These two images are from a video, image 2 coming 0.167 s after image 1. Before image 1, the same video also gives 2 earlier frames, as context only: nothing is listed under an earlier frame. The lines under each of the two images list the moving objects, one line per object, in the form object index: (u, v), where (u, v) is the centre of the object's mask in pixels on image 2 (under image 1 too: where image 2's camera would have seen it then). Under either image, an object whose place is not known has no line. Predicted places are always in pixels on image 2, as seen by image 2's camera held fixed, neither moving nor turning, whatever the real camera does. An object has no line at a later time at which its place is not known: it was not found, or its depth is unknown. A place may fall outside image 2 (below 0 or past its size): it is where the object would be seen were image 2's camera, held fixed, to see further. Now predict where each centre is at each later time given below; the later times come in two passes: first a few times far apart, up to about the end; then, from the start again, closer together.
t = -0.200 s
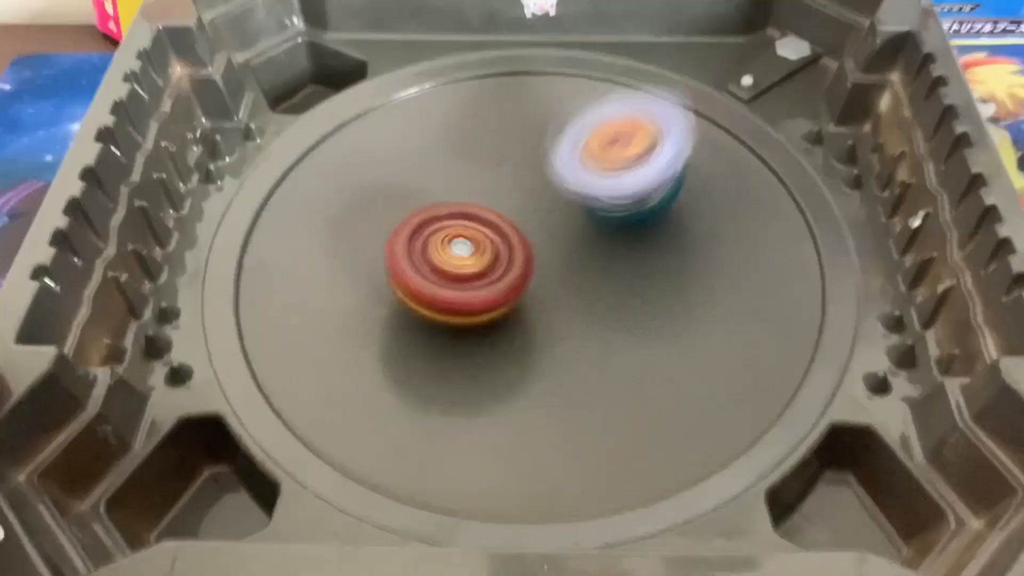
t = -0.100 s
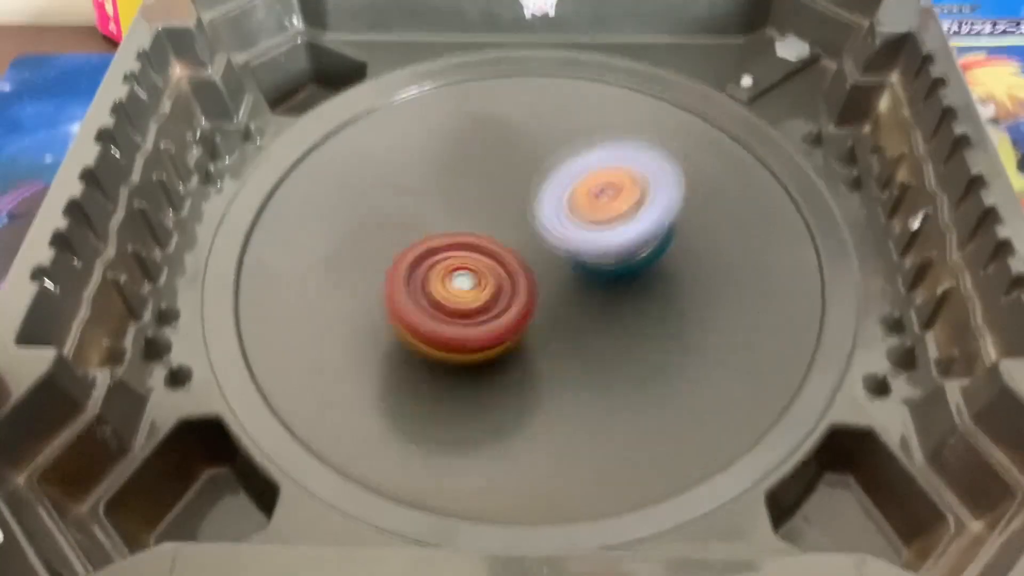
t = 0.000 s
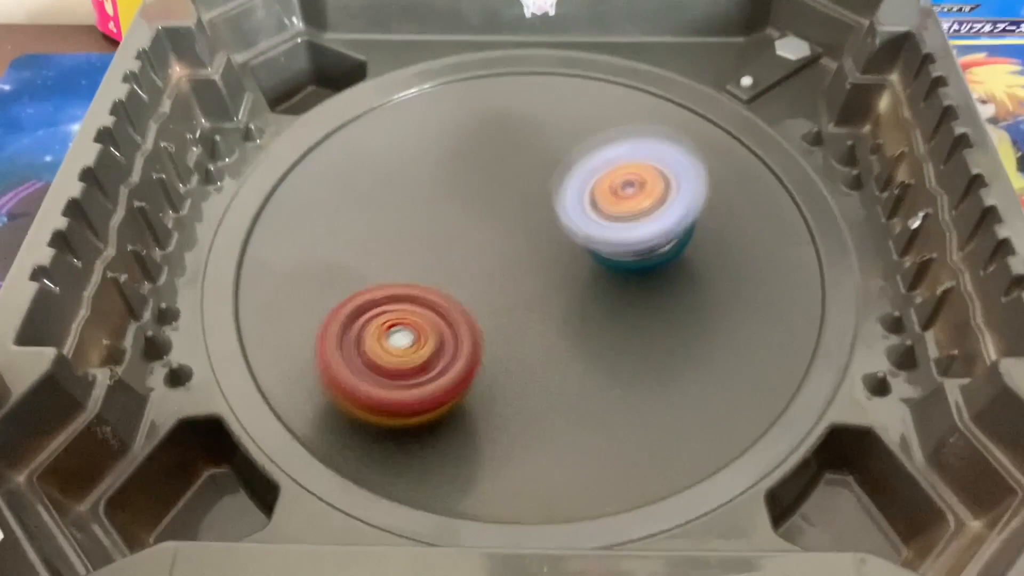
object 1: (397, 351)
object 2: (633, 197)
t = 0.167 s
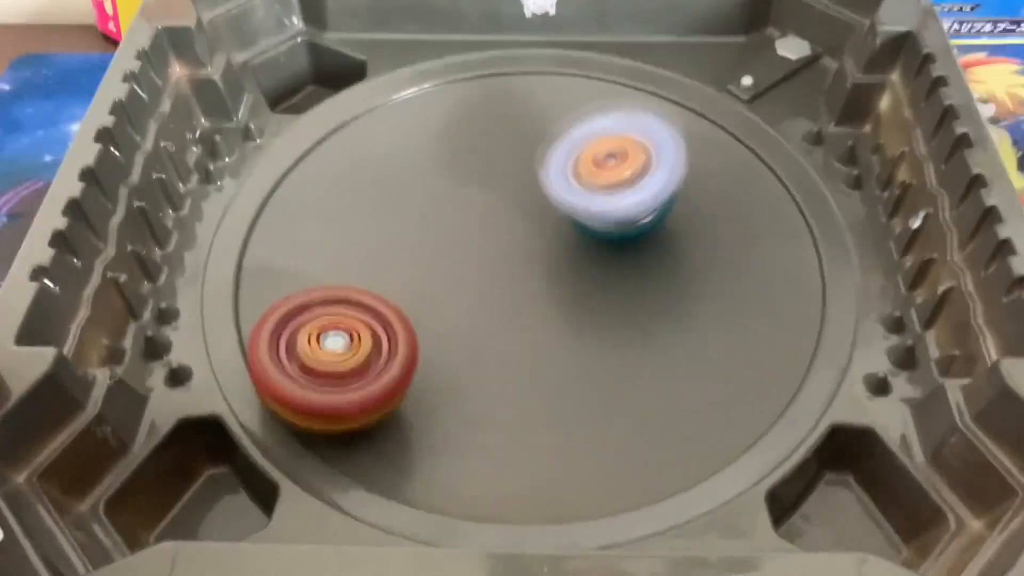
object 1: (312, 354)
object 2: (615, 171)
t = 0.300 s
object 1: (353, 291)
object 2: (581, 147)
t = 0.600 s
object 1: (519, 279)
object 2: (578, 86)
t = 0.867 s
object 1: (553, 394)
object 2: (667, 149)
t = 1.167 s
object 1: (343, 421)
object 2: (528, 228)
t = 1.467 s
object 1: (517, 195)
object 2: (424, 71)
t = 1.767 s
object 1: (749, 341)
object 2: (538, 119)
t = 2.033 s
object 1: (371, 358)
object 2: (528, 271)
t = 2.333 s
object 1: (463, 95)
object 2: (539, 225)
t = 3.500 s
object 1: (715, 137)
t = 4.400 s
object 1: (543, 151)
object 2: (440, 38)
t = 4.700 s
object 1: (566, 310)
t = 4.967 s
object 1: (426, 296)
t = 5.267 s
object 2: (511, 34)
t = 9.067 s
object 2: (531, 35)
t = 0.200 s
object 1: (314, 344)
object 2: (607, 163)
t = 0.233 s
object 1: (321, 326)
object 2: (599, 157)
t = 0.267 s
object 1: (334, 310)
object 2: (590, 152)
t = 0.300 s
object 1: (353, 291)
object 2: (581, 147)
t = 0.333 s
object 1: (373, 272)
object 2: (572, 141)
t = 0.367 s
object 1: (392, 256)
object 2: (565, 139)
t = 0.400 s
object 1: (416, 242)
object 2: (559, 138)
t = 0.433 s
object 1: (439, 231)
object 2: (551, 137)
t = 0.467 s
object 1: (462, 228)
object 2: (550, 134)
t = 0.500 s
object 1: (473, 239)
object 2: (557, 117)
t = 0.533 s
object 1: (486, 251)
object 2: (565, 106)
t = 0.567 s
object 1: (502, 264)
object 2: (571, 95)
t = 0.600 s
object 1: (519, 279)
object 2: (578, 86)
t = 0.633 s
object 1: (531, 295)
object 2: (588, 78)
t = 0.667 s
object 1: (543, 313)
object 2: (598, 77)
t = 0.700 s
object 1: (563, 327)
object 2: (608, 78)
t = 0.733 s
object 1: (559, 343)
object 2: (621, 83)
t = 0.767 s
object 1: (573, 362)
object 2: (634, 92)
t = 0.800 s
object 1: (558, 375)
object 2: (648, 105)
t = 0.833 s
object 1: (563, 387)
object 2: (661, 124)
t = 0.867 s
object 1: (553, 394)
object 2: (667, 149)
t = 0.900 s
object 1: (526, 402)
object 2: (666, 175)
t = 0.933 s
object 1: (512, 406)
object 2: (655, 208)
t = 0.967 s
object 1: (514, 403)
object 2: (636, 236)
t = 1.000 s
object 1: (501, 397)
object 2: (610, 268)
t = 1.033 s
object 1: (477, 401)
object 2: (584, 278)
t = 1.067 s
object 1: (439, 421)
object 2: (575, 264)
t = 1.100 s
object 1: (404, 434)
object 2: (562, 258)
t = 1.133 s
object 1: (375, 435)
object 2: (545, 237)
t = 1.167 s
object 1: (343, 421)
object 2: (528, 228)
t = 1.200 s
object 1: (339, 393)
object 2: (509, 204)
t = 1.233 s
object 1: (335, 366)
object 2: (489, 189)
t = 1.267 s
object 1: (339, 336)
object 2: (471, 166)
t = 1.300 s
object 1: (351, 303)
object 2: (456, 146)
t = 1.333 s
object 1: (373, 271)
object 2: (443, 130)
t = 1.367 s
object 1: (401, 245)
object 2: (433, 111)
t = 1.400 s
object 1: (434, 224)
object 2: (426, 95)
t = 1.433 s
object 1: (472, 207)
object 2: (423, 84)
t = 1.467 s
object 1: (517, 195)
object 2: (424, 71)
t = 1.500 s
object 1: (565, 187)
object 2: (426, 65)
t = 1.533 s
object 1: (614, 186)
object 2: (433, 63)
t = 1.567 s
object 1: (666, 189)
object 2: (442, 64)
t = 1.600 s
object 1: (711, 199)
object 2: (456, 68)
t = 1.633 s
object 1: (755, 214)
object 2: (470, 73)
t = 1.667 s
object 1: (791, 234)
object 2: (487, 83)
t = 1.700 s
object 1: (823, 258)
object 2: (505, 94)
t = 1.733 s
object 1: (797, 292)
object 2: (522, 106)
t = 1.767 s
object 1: (749, 341)
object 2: (538, 119)
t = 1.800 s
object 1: (697, 375)
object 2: (552, 134)
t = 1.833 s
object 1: (641, 400)
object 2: (562, 151)
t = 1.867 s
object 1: (570, 418)
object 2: (568, 169)
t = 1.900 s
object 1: (525, 426)
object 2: (570, 189)
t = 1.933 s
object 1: (471, 423)
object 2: (567, 209)
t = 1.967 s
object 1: (426, 409)
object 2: (560, 232)
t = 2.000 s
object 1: (390, 388)
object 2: (546, 252)
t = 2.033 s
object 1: (371, 358)
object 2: (528, 271)
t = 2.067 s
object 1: (325, 334)
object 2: (529, 275)
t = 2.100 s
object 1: (311, 307)
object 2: (544, 268)
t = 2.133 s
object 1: (277, 275)
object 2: (556, 263)
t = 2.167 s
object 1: (281, 237)
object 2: (564, 254)
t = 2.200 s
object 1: (302, 199)
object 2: (568, 248)
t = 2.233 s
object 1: (334, 165)
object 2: (567, 239)
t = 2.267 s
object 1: (376, 136)
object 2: (562, 235)
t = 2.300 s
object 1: (417, 113)
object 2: (553, 232)
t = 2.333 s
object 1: (463, 95)
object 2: (539, 225)
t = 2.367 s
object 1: (507, 84)
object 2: (523, 219)
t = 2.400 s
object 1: (555, 79)
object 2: (507, 210)
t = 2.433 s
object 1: (602, 77)
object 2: (494, 199)
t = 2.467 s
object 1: (647, 84)
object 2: (484, 188)
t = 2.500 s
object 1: (690, 97)
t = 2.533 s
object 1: (726, 117)
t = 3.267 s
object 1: (439, 67)
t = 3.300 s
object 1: (482, 56)
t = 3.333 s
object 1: (525, 53)
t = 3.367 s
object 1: (570, 56)
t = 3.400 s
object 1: (613, 68)
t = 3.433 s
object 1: (653, 85)
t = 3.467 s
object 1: (687, 107)
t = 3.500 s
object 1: (715, 137)
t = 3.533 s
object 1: (732, 170)
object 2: (361, 75)
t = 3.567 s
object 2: (409, 56)
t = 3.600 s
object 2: (460, 42)
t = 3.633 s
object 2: (515, 35)
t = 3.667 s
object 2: (573, 35)
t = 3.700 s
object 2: (629, 39)
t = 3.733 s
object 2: (681, 52)
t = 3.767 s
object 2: (729, 80)
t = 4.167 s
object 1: (346, 151)
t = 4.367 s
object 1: (517, 141)
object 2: (383, 53)
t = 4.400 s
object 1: (543, 151)
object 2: (440, 38)
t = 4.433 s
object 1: (566, 165)
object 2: (499, 34)
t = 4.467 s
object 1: (582, 181)
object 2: (564, 35)
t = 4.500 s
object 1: (596, 200)
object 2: (626, 42)
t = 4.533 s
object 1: (602, 219)
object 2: (683, 59)
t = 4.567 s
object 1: (605, 238)
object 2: (737, 92)
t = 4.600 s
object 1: (604, 257)
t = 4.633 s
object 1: (595, 275)
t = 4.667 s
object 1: (583, 294)
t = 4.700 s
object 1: (566, 310)
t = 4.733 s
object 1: (547, 320)
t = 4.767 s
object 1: (528, 328)
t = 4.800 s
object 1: (507, 331)
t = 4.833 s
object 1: (488, 326)
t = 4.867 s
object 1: (469, 317)
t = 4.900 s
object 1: (455, 313)
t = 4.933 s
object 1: (437, 307)
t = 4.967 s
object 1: (426, 296)
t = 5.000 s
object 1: (422, 285)
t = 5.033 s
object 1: (426, 271)
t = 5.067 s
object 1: (431, 258)
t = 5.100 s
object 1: (442, 247)
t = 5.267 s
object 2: (511, 34)
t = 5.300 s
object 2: (568, 35)
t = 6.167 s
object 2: (535, 32)
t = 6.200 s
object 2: (590, 36)
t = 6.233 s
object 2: (643, 43)
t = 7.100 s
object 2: (546, 33)
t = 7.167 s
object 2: (650, 46)
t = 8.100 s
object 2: (594, 37)
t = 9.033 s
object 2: (482, 36)
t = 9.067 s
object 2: (531, 35)
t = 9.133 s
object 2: (628, 43)
